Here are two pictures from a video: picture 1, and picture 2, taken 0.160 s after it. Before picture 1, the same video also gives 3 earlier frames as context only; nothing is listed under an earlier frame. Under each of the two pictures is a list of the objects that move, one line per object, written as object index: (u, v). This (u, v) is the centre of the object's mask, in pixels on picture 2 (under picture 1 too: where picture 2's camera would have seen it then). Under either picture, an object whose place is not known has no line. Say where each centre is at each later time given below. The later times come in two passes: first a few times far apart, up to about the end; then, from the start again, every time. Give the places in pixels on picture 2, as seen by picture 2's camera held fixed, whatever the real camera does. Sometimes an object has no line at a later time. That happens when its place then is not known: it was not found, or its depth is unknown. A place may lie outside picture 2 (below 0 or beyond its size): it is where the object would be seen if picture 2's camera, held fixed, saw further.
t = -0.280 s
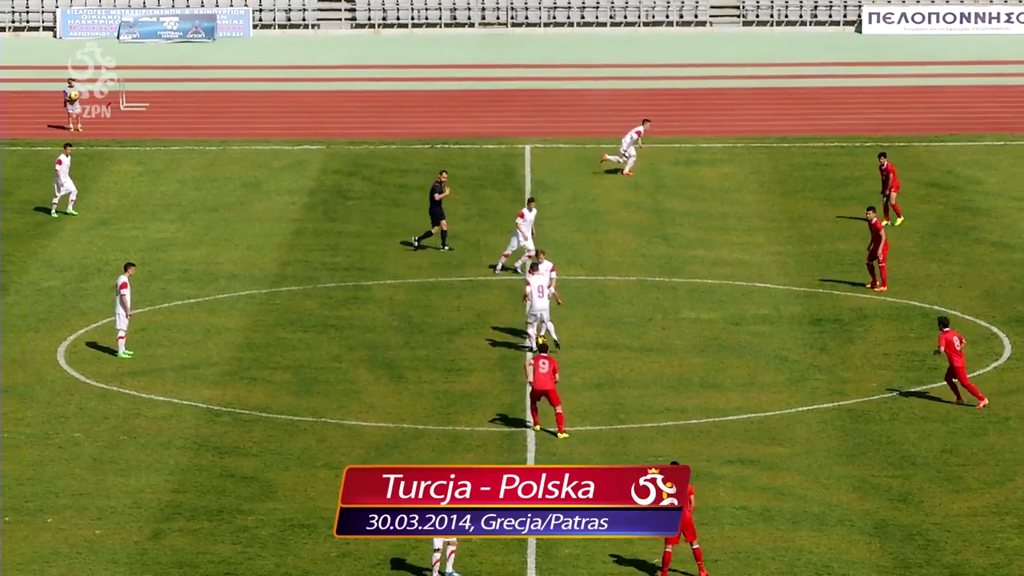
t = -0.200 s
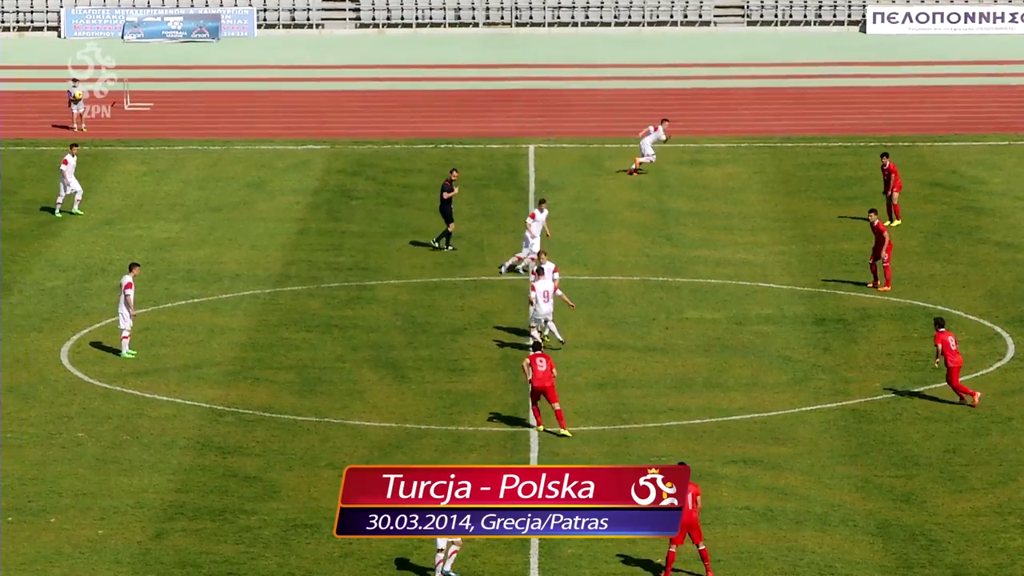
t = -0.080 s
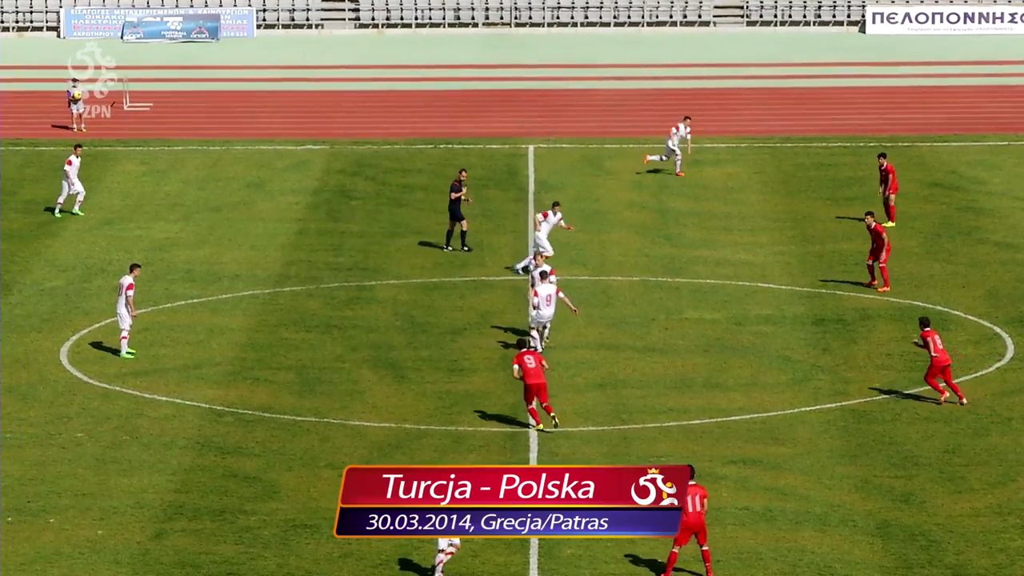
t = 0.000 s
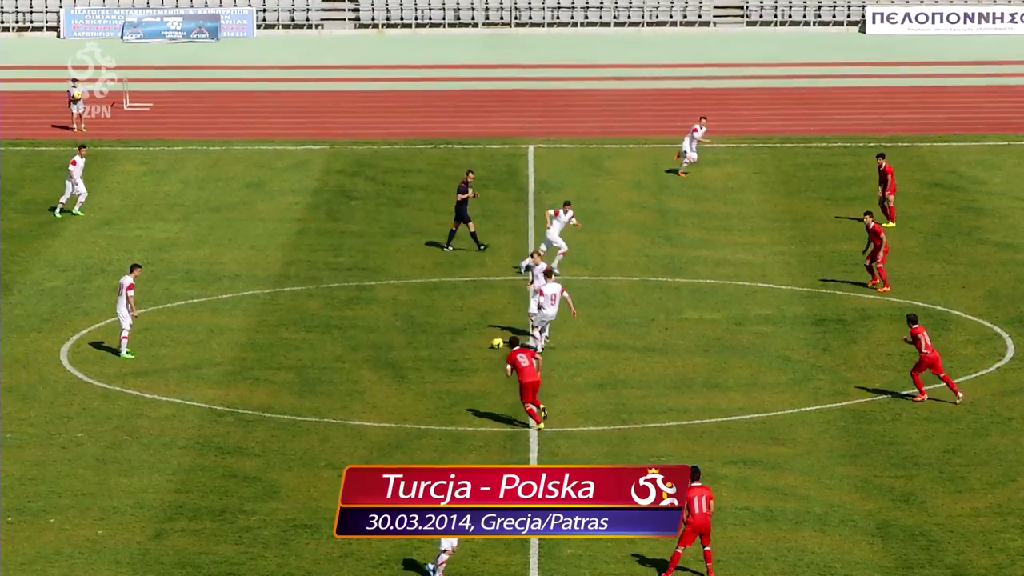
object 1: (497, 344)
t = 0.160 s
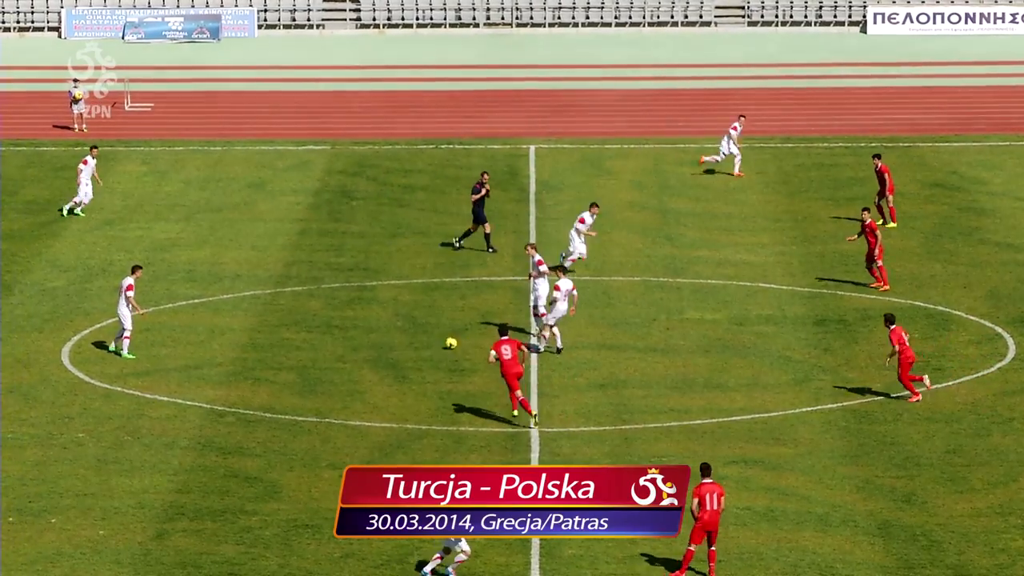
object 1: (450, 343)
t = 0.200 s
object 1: (439, 344)
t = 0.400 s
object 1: (393, 344)
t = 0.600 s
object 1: (354, 345)
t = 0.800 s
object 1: (316, 344)
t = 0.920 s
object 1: (295, 346)
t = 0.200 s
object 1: (439, 344)
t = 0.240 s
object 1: (429, 344)
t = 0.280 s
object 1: (420, 344)
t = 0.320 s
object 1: (410, 344)
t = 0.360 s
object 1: (401, 344)
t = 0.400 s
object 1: (393, 344)
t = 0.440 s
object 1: (385, 344)
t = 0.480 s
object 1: (378, 344)
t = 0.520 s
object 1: (369, 344)
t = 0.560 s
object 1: (362, 345)
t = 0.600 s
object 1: (354, 345)
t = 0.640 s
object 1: (346, 344)
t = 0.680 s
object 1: (339, 345)
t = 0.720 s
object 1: (331, 345)
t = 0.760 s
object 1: (323, 345)
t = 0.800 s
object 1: (316, 344)
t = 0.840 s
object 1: (309, 345)
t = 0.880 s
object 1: (302, 345)
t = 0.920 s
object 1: (295, 346)
